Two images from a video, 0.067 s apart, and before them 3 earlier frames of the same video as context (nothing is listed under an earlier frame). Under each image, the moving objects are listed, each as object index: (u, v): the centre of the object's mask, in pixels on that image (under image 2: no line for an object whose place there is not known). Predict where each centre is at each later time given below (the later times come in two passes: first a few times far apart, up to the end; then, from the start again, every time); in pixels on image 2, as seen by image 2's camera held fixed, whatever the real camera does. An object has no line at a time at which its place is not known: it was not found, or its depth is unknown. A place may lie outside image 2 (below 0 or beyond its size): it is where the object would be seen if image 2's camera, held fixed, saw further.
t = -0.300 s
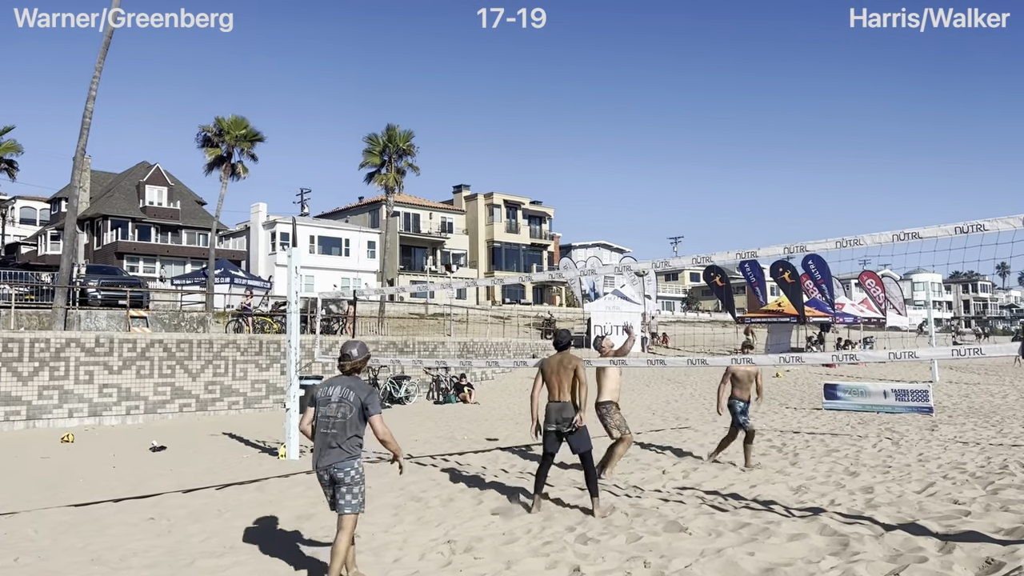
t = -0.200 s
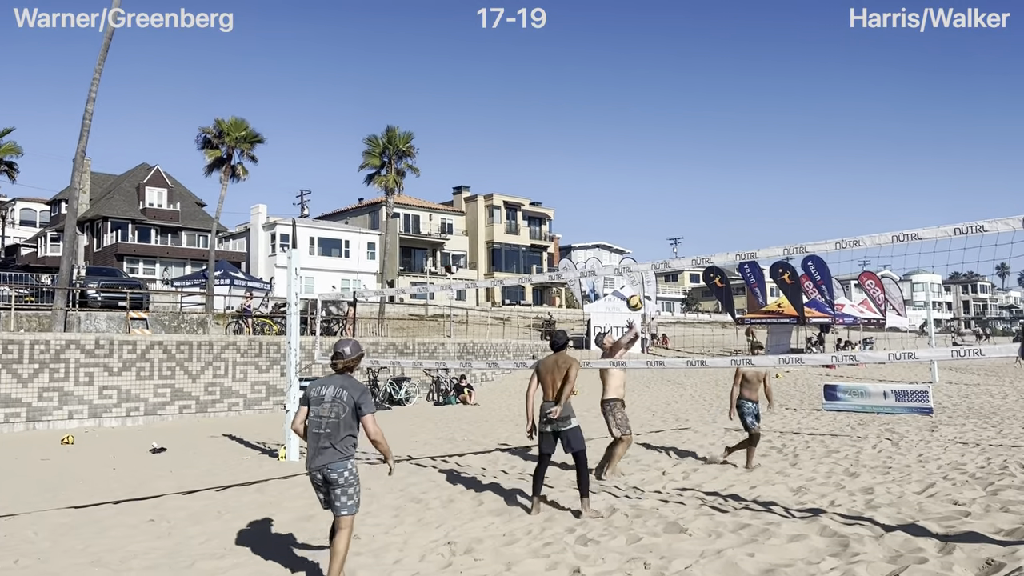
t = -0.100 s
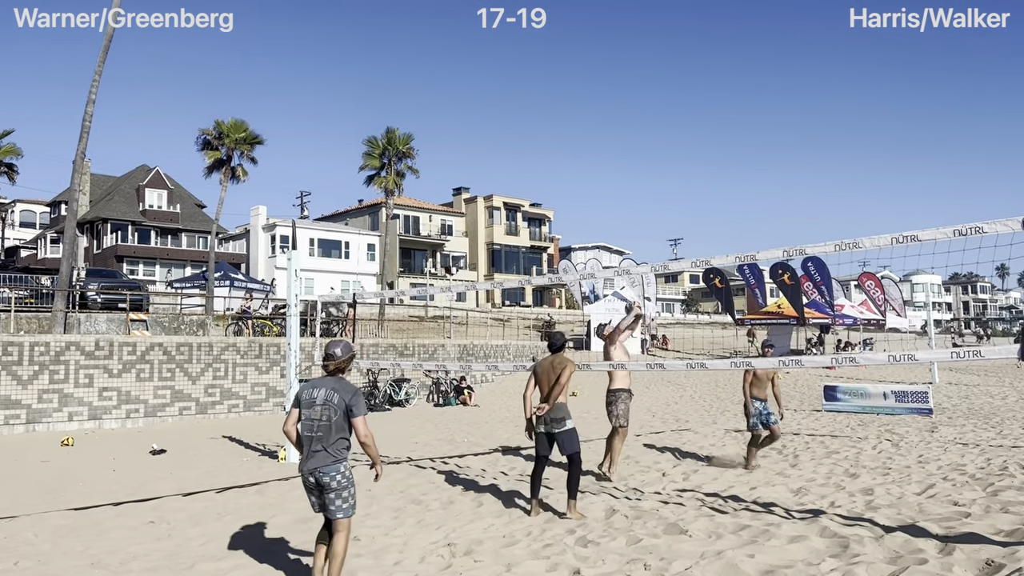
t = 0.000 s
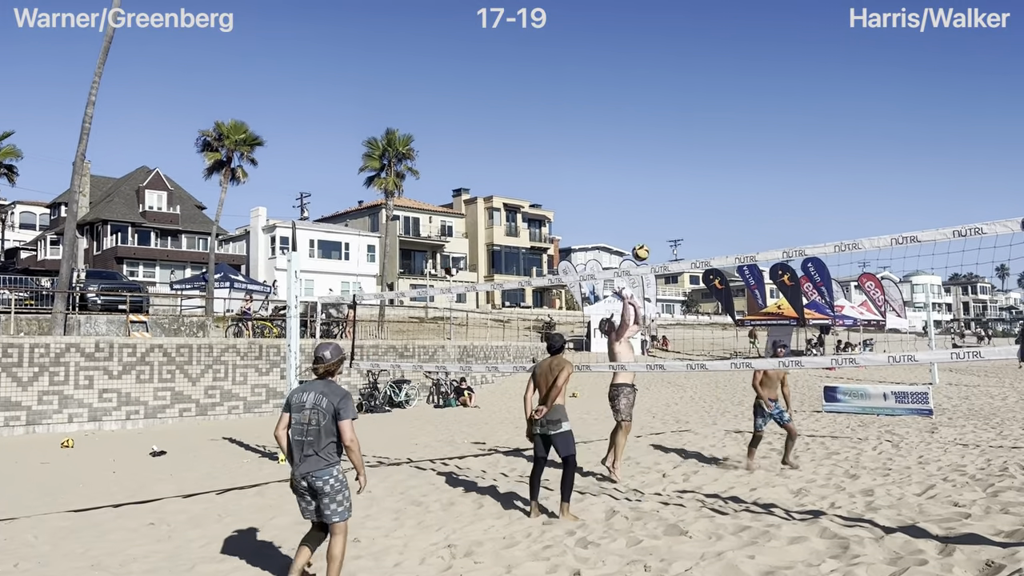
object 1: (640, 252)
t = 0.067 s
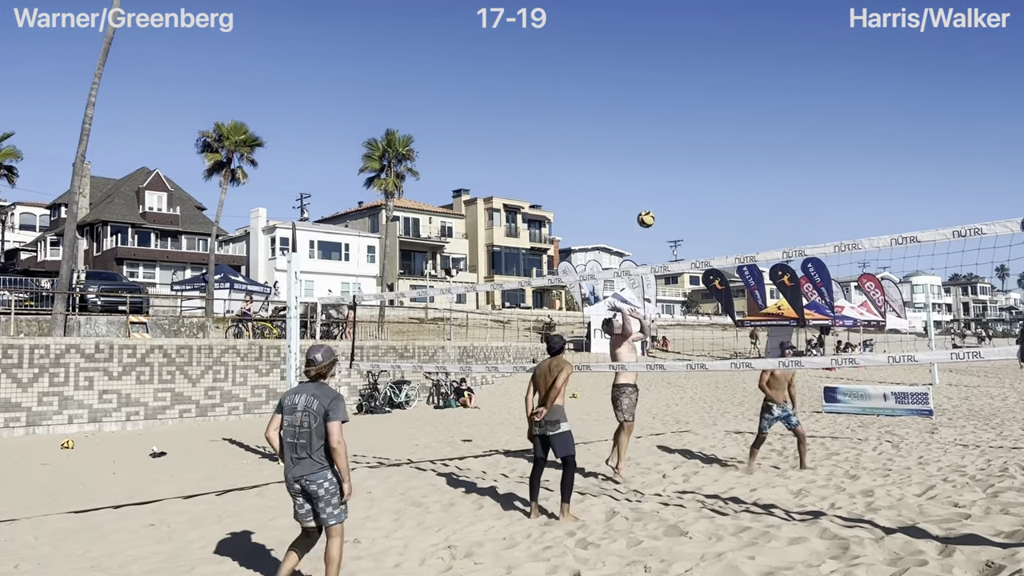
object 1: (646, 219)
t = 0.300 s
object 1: (665, 129)
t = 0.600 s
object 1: (691, 78)
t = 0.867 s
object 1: (713, 97)
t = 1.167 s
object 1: (737, 191)
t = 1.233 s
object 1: (742, 223)
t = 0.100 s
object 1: (648, 203)
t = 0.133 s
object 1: (651, 189)
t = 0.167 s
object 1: (654, 175)
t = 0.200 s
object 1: (657, 162)
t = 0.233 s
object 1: (660, 150)
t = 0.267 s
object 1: (663, 139)
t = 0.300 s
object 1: (665, 129)
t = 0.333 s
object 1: (668, 120)
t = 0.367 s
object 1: (671, 111)
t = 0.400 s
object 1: (674, 104)
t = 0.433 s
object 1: (677, 97)
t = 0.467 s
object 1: (680, 92)
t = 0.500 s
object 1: (683, 87)
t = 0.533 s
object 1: (686, 83)
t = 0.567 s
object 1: (688, 80)
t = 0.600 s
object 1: (691, 78)
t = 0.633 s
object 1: (694, 77)
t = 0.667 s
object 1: (697, 77)
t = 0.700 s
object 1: (700, 78)
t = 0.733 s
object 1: (703, 80)
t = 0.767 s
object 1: (705, 82)
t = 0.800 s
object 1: (708, 86)
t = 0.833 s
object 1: (711, 91)
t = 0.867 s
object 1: (713, 97)
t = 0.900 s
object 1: (716, 103)
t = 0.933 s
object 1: (719, 111)
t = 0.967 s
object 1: (721, 119)
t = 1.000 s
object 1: (724, 129)
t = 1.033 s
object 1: (726, 139)
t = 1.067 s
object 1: (729, 151)
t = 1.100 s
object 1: (732, 163)
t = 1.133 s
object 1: (734, 177)
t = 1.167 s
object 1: (737, 191)
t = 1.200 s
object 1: (739, 206)
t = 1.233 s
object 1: (742, 223)
